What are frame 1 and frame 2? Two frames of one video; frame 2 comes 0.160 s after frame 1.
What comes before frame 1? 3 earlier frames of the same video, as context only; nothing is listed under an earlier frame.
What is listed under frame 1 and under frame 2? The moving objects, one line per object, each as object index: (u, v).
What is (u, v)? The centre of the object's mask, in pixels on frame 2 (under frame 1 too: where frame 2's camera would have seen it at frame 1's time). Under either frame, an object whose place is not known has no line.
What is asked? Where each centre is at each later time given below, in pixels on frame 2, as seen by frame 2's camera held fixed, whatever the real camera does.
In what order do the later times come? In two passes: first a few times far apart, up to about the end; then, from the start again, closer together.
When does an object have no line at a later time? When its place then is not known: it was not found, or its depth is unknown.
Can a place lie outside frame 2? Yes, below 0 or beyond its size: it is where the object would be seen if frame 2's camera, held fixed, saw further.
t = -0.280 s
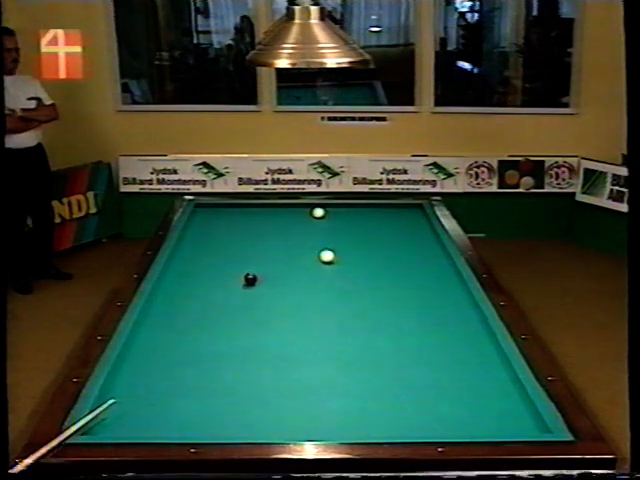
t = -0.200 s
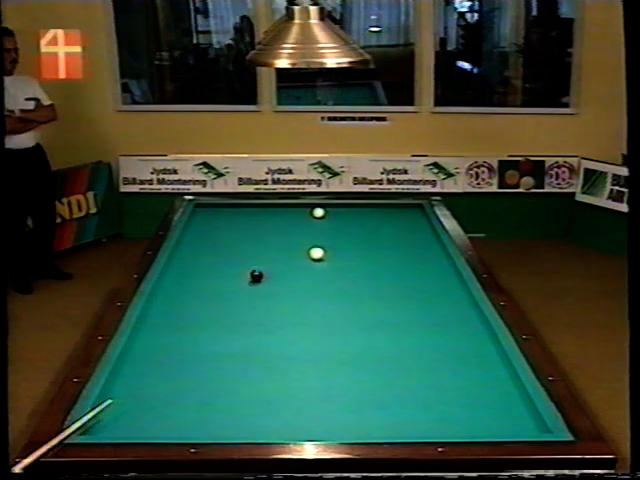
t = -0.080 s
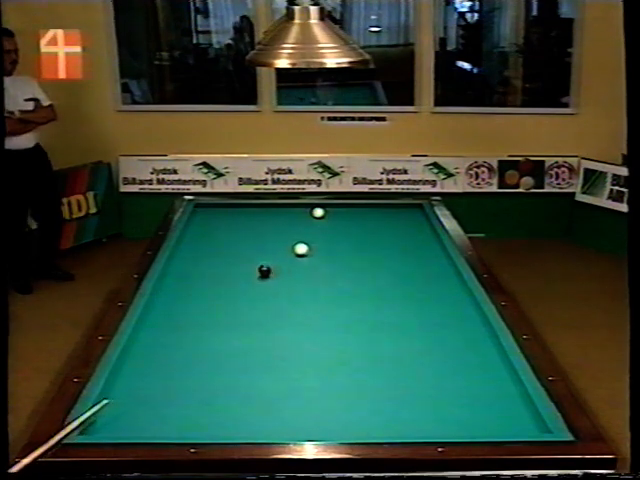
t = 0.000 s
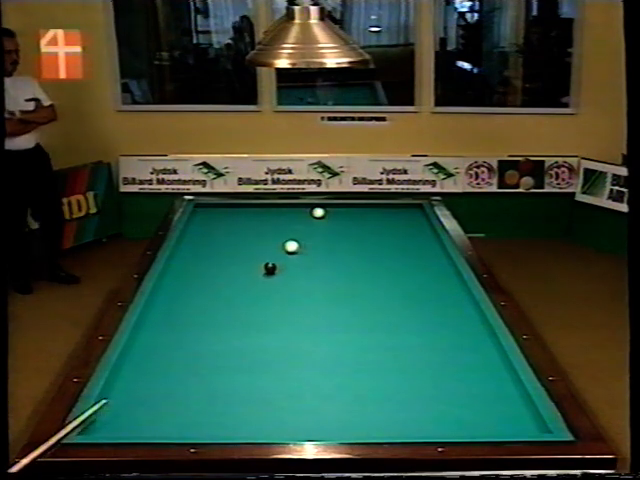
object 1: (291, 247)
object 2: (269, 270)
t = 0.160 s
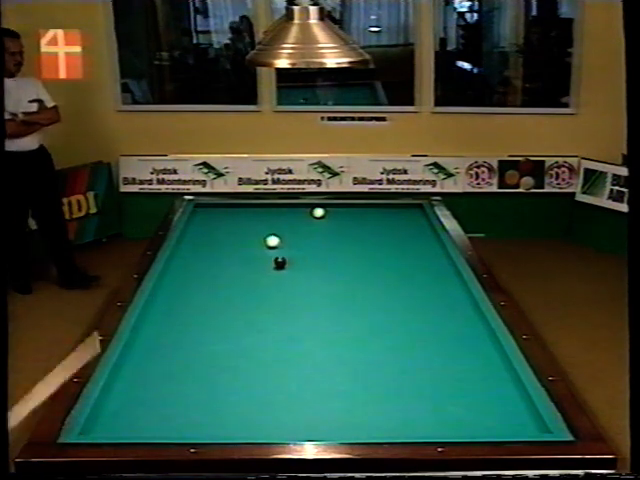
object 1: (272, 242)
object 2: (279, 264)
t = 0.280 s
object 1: (258, 238)
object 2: (287, 259)
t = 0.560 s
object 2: (303, 250)
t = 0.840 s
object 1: (202, 222)
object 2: (318, 241)
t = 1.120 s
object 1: (203, 215)
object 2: (332, 233)
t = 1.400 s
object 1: (220, 207)
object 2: (345, 228)
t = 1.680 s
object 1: (237, 207)
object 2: (356, 220)
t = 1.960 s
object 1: (253, 211)
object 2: (367, 215)
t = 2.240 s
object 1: (270, 214)
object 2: (376, 210)
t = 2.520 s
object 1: (286, 218)
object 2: (385, 207)
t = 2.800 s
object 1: (302, 222)
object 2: (394, 210)
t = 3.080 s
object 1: (319, 226)
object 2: (402, 212)
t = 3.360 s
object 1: (335, 229)
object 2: (410, 214)
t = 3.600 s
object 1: (349, 232)
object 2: (417, 216)
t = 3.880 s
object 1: (366, 236)
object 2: (425, 218)
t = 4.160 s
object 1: (382, 240)
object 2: (424, 220)
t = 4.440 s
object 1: (398, 244)
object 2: (422, 222)
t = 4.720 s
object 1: (414, 248)
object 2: (420, 223)
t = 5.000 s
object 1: (430, 251)
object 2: (417, 225)
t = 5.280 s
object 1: (443, 255)
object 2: (415, 226)
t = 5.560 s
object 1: (438, 257)
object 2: (414, 227)
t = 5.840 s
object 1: (433, 259)
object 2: (412, 228)
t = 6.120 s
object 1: (428, 261)
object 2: (411, 229)
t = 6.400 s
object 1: (423, 263)
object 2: (409, 230)
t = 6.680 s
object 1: (418, 265)
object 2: (408, 230)
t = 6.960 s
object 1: (413, 267)
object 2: (407, 230)
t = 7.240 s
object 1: (409, 268)
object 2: (407, 230)
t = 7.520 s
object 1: (406, 269)
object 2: (406, 230)
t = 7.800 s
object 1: (402, 270)
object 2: (406, 230)
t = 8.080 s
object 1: (399, 271)
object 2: (406, 230)
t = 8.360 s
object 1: (397, 272)
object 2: (406, 230)
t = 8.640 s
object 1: (394, 273)
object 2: (406, 230)
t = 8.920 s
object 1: (393, 274)
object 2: (406, 230)
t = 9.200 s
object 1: (391, 274)
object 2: (406, 230)
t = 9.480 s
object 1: (390, 274)
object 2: (406, 230)
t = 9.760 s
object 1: (390, 274)
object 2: (406, 230)
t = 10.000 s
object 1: (390, 274)
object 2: (406, 231)
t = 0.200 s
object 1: (267, 240)
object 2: (282, 262)
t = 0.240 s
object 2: (284, 261)
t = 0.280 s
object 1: (258, 238)
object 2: (287, 259)
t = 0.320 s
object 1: (254, 237)
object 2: (289, 258)
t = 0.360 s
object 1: (249, 236)
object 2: (291, 257)
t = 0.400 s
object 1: (245, 234)
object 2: (294, 255)
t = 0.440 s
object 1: (241, 233)
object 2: (296, 254)
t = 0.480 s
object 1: (236, 232)
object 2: (299, 253)
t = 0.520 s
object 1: (232, 231)
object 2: (301, 251)
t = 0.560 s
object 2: (303, 250)
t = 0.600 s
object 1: (224, 229)
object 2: (305, 249)
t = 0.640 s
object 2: (307, 248)
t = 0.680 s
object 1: (217, 227)
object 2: (310, 246)
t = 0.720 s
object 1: (212, 225)
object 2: (312, 245)
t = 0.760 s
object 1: (210, 224)
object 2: (314, 244)
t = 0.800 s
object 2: (316, 243)
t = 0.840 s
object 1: (202, 222)
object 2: (318, 241)
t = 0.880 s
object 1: (198, 221)
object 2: (320, 240)
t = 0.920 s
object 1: (194, 220)
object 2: (322, 239)
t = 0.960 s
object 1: (192, 219)
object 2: (324, 238)
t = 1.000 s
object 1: (195, 218)
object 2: (326, 237)
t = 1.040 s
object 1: (198, 217)
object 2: (328, 236)
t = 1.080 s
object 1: (200, 216)
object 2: (330, 235)
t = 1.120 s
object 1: (203, 215)
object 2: (332, 233)
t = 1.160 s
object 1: (206, 214)
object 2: (334, 233)
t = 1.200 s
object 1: (208, 213)
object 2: (336, 232)
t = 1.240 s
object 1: (211, 212)
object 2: (338, 231)
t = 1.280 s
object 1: (213, 210)
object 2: (339, 230)
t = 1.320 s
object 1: (216, 210)
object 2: (342, 229)
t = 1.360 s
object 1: (218, 208)
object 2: (343, 227)
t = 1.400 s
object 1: (220, 207)
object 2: (345, 228)
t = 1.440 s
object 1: (223, 206)
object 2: (346, 226)
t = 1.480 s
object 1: (225, 205)
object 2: (348, 225)
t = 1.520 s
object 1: (228, 205)
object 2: (349, 224)
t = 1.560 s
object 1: (230, 206)
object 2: (351, 223)
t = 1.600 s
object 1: (232, 206)
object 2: (353, 222)
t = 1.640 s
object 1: (235, 207)
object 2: (355, 221)
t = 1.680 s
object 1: (237, 207)
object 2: (356, 220)
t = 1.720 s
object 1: (239, 207)
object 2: (358, 219)
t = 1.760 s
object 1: (241, 208)
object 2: (359, 219)
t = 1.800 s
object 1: (244, 209)
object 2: (361, 218)
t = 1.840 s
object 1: (246, 210)
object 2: (363, 217)
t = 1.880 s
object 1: (248, 210)
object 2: (364, 216)
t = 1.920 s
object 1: (251, 211)
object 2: (366, 215)
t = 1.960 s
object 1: (253, 211)
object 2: (367, 215)
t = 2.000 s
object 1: (255, 211)
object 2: (368, 214)
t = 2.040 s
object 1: (258, 212)
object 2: (370, 213)
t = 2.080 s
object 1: (260, 212)
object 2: (371, 213)
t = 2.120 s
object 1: (263, 213)
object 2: (373, 212)
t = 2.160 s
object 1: (264, 214)
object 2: (374, 211)
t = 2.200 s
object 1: (267, 214)
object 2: (375, 211)
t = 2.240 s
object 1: (270, 214)
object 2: (376, 210)
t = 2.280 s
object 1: (272, 215)
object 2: (378, 209)
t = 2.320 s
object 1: (274, 215)
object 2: (379, 207)
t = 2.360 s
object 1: (276, 216)
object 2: (380, 207)
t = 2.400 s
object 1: (279, 216)
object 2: (381, 206)
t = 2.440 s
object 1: (281, 217)
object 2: (384, 206)
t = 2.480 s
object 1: (283, 218)
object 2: (384, 206)
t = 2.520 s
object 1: (286, 218)
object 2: (385, 207)
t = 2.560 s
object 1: (288, 219)
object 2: (387, 207)
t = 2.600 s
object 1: (290, 219)
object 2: (388, 207)
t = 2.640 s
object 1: (293, 220)
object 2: (389, 207)
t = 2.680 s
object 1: (295, 220)
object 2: (390, 209)
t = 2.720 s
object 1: (297, 221)
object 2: (391, 209)
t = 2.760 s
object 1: (300, 221)
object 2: (393, 210)
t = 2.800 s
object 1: (302, 222)
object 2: (394, 210)
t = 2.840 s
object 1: (305, 222)
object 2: (395, 210)
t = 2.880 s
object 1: (307, 223)
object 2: (396, 210)
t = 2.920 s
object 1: (309, 223)
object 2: (397, 210)
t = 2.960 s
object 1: (312, 224)
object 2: (399, 211)
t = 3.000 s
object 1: (314, 225)
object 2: (400, 211)
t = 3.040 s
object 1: (316, 225)
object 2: (401, 212)
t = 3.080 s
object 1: (319, 226)
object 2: (402, 212)
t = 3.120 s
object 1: (321, 226)
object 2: (404, 212)
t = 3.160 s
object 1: (324, 227)
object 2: (405, 213)
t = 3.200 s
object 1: (326, 227)
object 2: (406, 213)
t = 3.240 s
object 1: (328, 227)
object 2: (407, 214)
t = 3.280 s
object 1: (330, 228)
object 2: (408, 214)
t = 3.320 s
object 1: (333, 229)
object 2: (410, 214)
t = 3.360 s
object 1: (335, 229)
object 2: (410, 214)
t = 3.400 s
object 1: (338, 230)
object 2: (411, 215)
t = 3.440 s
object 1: (340, 230)
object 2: (412, 215)
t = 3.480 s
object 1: (342, 231)
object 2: (414, 215)
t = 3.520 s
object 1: (344, 231)
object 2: (415, 215)
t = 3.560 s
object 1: (347, 232)
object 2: (416, 216)
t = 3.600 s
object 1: (349, 232)
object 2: (417, 216)
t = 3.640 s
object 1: (352, 233)
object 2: (418, 217)
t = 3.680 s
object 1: (354, 233)
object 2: (420, 217)
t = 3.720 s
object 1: (357, 234)
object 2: (420, 217)
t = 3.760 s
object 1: (359, 234)
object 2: (423, 218)
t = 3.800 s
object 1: (361, 235)
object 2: (423, 218)
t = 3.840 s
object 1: (363, 236)
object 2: (424, 218)
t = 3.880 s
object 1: (366, 236)
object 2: (425, 218)
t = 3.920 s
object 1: (368, 237)
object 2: (425, 219)
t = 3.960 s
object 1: (371, 237)
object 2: (425, 219)
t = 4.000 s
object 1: (373, 238)
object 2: (425, 219)
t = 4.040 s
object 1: (375, 238)
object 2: (424, 220)
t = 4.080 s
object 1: (378, 239)
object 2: (424, 220)
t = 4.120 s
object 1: (380, 239)
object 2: (424, 220)
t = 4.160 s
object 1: (382, 240)
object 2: (424, 220)
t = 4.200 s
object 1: (384, 240)
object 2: (423, 221)
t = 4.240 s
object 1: (387, 241)
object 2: (424, 221)
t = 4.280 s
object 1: (389, 242)
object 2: (423, 221)
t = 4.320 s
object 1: (391, 242)
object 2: (423, 221)
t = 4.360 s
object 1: (394, 243)
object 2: (423, 221)
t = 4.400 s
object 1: (396, 243)
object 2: (422, 222)
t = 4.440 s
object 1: (398, 244)
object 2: (422, 222)
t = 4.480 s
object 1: (400, 244)
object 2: (421, 222)
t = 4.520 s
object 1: (403, 245)
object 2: (421, 222)
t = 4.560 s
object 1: (405, 245)
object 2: (421, 222)
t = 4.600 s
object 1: (408, 246)
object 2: (420, 223)
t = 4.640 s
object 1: (410, 246)
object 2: (420, 223)
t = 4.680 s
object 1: (412, 247)
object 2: (420, 223)
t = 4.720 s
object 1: (414, 248)
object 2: (420, 223)
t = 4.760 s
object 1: (417, 248)
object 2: (419, 224)
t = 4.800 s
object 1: (419, 249)
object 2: (418, 224)
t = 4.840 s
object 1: (421, 249)
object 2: (418, 224)
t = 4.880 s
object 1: (423, 249)
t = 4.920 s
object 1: (426, 250)
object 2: (418, 225)
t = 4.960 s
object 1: (428, 251)
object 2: (418, 225)
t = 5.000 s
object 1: (430, 251)
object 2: (417, 225)
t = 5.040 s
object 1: (432, 252)
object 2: (417, 225)
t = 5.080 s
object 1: (435, 252)
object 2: (417, 226)
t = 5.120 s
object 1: (437, 253)
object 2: (417, 226)
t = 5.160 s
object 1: (439, 253)
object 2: (416, 226)
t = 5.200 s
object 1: (441, 254)
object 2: (416, 226)
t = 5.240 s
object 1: (443, 254)
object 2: (416, 226)
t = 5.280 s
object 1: (443, 255)
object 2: (415, 226)
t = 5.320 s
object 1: (443, 255)
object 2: (415, 226)
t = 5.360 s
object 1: (442, 255)
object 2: (415, 227)
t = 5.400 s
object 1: (441, 256)
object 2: (415, 227)
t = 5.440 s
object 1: (440, 256)
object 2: (414, 227)
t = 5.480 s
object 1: (440, 256)
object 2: (414, 227)
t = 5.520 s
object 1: (439, 257)
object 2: (414, 227)
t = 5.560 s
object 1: (438, 257)
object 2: (414, 227)
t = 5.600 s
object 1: (438, 257)
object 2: (413, 227)
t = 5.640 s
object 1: (437, 258)
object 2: (413, 227)
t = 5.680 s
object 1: (436, 258)
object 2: (413, 227)
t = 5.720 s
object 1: (435, 258)
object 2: (413, 227)
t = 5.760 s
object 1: (435, 259)
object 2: (412, 228)
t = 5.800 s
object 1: (434, 259)
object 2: (412, 228)
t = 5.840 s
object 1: (433, 259)
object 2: (412, 228)
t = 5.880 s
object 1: (433, 260)
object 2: (412, 228)
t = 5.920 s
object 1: (432, 260)
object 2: (412, 228)
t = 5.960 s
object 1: (431, 260)
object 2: (411, 229)
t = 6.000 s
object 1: (430, 260)
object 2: (411, 229)
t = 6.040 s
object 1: (429, 261)
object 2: (411, 229)
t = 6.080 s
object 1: (430, 261)
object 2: (411, 229)
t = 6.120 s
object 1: (428, 261)
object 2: (411, 229)
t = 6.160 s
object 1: (427, 262)
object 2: (411, 229)
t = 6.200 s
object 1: (426, 262)
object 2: (410, 229)
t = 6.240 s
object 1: (425, 262)
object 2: (410, 229)
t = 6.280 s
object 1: (425, 262)
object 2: (410, 229)
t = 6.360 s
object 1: (424, 262)
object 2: (409, 230)
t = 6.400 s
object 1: (423, 263)
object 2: (409, 230)
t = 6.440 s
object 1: (422, 263)
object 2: (409, 230)
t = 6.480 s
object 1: (421, 263)
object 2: (409, 230)
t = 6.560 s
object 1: (420, 264)
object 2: (409, 230)
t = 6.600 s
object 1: (419, 265)
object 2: (409, 230)
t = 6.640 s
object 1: (419, 265)
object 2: (408, 230)
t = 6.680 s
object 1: (418, 265)
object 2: (408, 230)
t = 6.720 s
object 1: (417, 265)
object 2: (409, 230)
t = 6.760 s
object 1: (416, 265)
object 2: (408, 230)
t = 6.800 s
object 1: (416, 266)
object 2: (408, 230)
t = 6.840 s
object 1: (415, 266)
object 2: (408, 230)
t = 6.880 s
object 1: (415, 266)
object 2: (408, 230)
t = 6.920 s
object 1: (414, 266)
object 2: (407, 230)
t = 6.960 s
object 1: (413, 267)
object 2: (407, 230)
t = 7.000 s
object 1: (413, 267)
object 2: (407, 230)
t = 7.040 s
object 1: (413, 267)
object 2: (407, 230)
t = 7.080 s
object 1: (412, 267)
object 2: (407, 230)
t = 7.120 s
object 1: (411, 267)
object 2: (407, 230)
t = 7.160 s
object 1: (411, 268)
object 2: (407, 230)
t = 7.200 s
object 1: (410, 268)
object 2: (407, 230)
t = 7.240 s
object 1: (409, 268)
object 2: (407, 230)
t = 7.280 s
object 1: (409, 268)
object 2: (407, 230)
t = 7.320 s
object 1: (408, 268)
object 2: (407, 230)
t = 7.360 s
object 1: (408, 269)
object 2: (406, 230)
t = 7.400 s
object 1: (407, 269)
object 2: (406, 230)
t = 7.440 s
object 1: (406, 269)
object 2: (406, 230)
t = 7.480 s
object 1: (406, 269)
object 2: (406, 230)
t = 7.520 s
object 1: (406, 269)
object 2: (406, 230)
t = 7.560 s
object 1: (405, 270)
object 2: (406, 230)
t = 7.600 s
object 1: (405, 270)
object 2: (406, 230)
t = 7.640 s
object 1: (404, 270)
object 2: (406, 230)
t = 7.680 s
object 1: (403, 270)
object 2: (406, 230)
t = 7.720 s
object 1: (403, 270)
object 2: (406, 230)
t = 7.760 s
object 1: (403, 270)
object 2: (406, 230)
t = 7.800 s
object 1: (402, 270)
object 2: (406, 230)
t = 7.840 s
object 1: (402, 271)
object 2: (406, 230)
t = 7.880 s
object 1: (401, 271)
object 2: (406, 230)
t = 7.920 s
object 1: (401, 271)
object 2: (406, 230)
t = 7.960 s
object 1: (401, 271)
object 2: (406, 230)
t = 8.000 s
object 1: (400, 271)
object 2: (406, 231)
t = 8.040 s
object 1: (400, 271)
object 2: (406, 231)
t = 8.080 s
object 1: (399, 271)
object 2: (406, 230)
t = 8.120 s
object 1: (399, 271)
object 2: (406, 230)
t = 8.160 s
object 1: (398, 272)
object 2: (406, 230)
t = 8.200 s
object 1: (398, 272)
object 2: (406, 230)
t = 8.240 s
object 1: (398, 272)
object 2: (406, 230)
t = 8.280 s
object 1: (397, 272)
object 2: (406, 230)
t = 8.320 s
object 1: (397, 272)
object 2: (406, 230)
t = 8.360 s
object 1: (397, 272)
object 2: (406, 230)
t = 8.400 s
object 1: (396, 272)
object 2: (406, 230)
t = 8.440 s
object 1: (397, 272)
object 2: (406, 230)
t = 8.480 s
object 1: (396, 272)
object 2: (406, 230)
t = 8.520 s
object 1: (396, 273)
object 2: (406, 230)
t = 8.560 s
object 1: (395, 273)
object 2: (406, 230)
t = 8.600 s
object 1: (395, 273)
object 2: (406, 230)
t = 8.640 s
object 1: (394, 273)
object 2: (406, 230)
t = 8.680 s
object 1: (394, 273)
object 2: (406, 230)
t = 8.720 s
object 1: (394, 273)
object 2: (406, 230)
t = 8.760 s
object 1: (394, 273)
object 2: (406, 230)
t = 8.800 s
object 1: (393, 273)
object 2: (406, 230)
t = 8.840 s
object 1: (393, 273)
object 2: (406, 230)
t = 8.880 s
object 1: (393, 273)
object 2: (406, 230)
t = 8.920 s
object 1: (393, 274)
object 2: (406, 230)
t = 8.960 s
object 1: (393, 274)
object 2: (406, 230)
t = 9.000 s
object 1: (393, 274)
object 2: (406, 230)
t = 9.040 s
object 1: (392, 274)
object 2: (406, 230)
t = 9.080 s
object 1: (392, 274)
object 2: (406, 230)
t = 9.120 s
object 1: (392, 274)
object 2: (406, 230)
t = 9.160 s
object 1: (392, 274)
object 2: (406, 230)
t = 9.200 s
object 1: (391, 274)
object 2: (406, 230)
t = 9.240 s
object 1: (391, 274)
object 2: (406, 230)
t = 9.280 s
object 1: (391, 274)
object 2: (406, 230)
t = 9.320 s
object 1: (392, 274)
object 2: (406, 230)
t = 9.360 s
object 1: (391, 274)
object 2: (406, 231)
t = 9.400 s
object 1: (391, 274)
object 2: (406, 230)
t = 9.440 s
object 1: (390, 274)
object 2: (406, 231)
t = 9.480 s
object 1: (390, 274)
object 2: (406, 230)
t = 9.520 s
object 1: (390, 274)
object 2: (406, 230)
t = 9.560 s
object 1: (390, 274)
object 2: (406, 230)
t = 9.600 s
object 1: (390, 274)
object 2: (406, 230)
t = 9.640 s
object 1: (390, 274)
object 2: (406, 230)
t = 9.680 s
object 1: (390, 274)
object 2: (406, 230)
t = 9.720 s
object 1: (390, 274)
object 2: (406, 230)
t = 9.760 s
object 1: (390, 274)
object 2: (406, 230)
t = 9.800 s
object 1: (390, 274)
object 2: (406, 230)
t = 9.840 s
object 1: (390, 274)
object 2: (406, 230)
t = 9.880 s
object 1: (390, 274)
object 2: (406, 230)
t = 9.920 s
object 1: (390, 274)
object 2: (406, 231)
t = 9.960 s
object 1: (391, 274)
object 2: (406, 231)
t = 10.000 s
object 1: (390, 274)
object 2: (406, 231)
